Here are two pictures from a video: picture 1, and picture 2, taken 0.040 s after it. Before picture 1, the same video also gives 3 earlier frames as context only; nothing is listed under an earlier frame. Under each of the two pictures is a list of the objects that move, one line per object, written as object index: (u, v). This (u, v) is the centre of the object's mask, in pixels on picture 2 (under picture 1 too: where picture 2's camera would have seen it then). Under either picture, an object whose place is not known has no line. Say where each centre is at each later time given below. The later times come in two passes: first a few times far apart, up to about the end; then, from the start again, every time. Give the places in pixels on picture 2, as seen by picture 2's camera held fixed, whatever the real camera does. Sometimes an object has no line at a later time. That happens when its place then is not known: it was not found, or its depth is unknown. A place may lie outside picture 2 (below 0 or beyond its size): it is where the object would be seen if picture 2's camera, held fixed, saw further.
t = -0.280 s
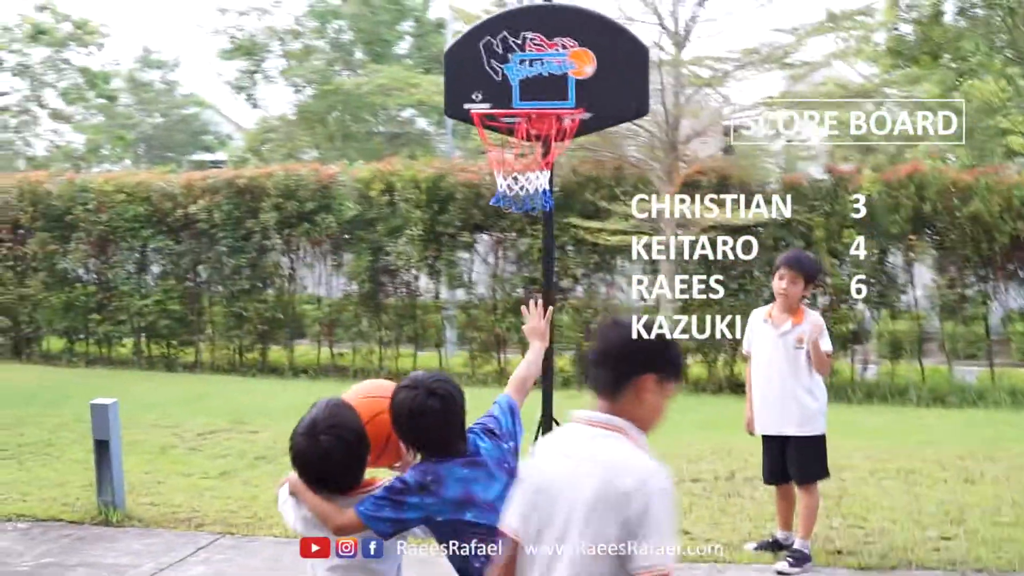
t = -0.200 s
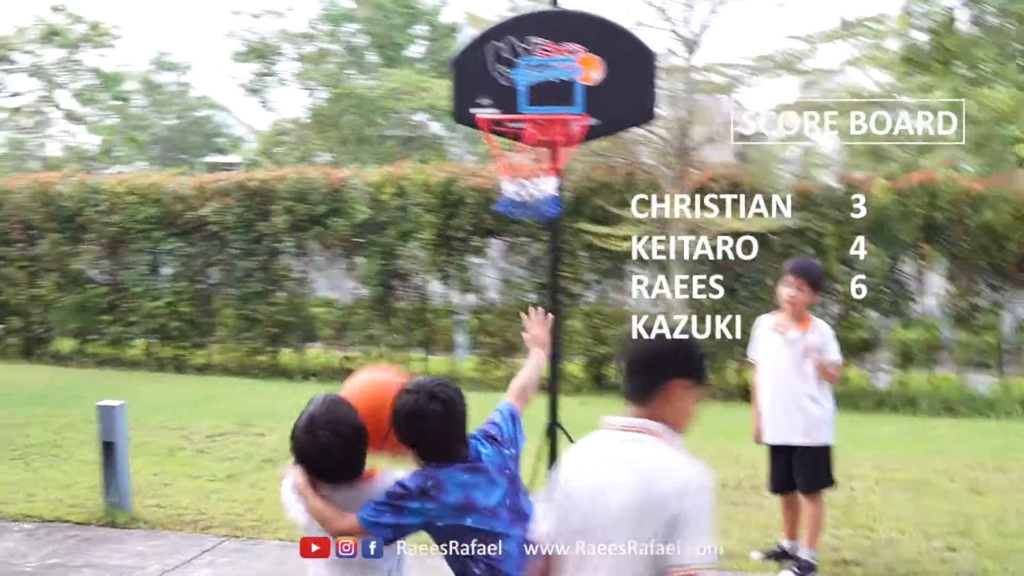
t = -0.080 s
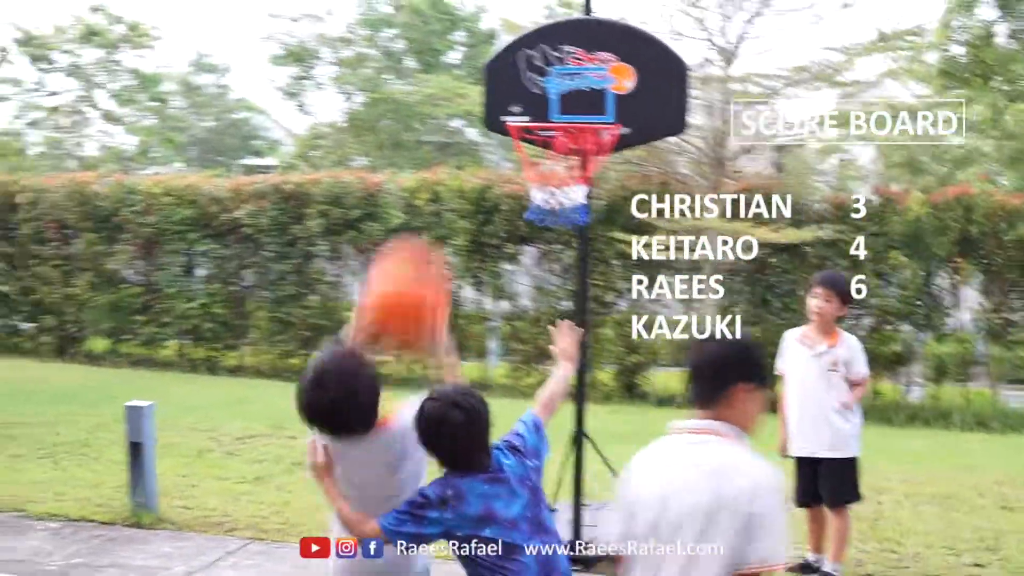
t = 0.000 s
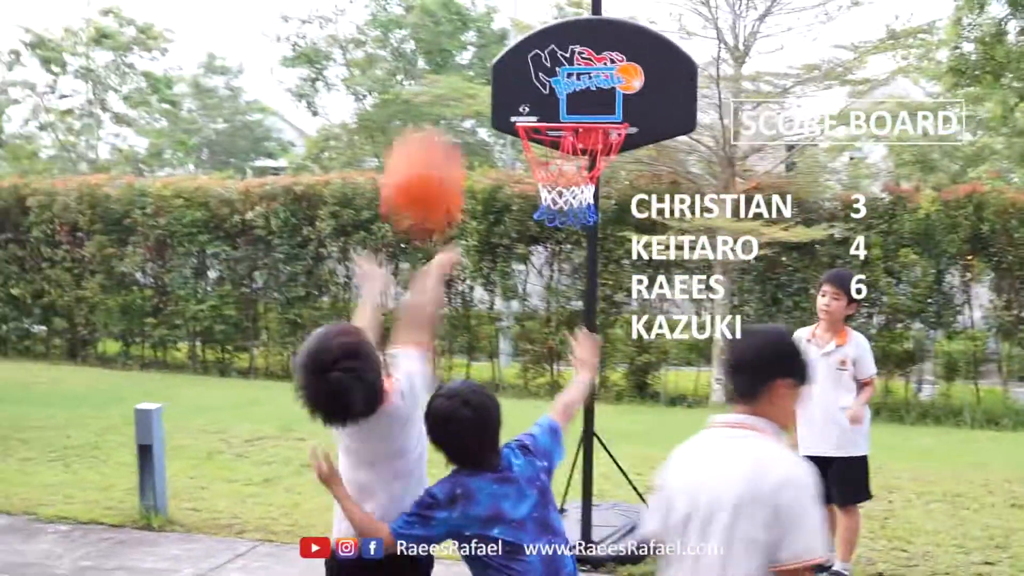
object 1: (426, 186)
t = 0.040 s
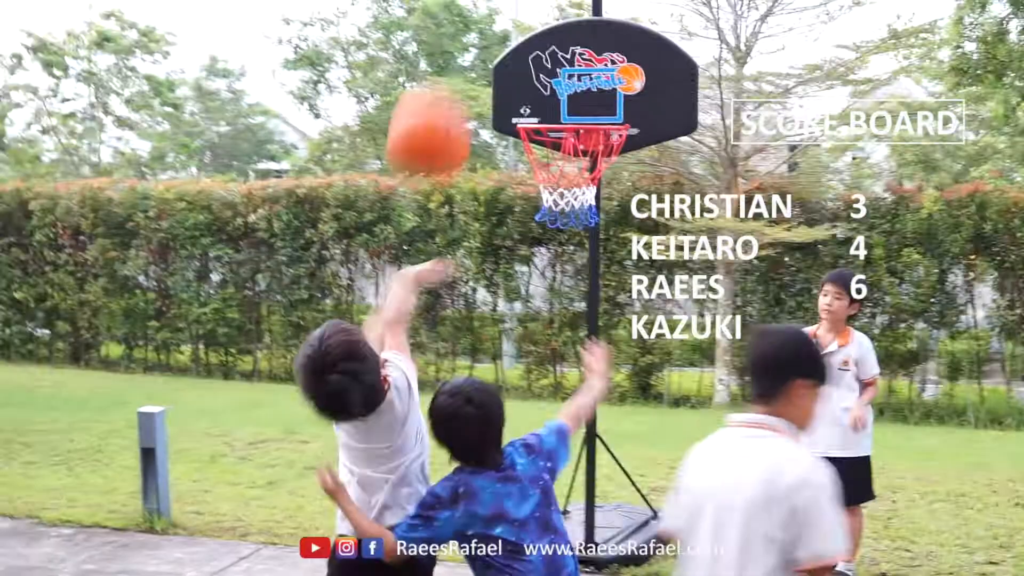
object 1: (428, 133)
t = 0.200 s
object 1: (439, 17)
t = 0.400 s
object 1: (452, -15)
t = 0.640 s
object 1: (463, 77)
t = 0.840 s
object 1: (472, 264)
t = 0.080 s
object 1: (431, 93)
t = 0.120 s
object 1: (434, 58)
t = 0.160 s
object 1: (435, 31)
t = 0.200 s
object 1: (439, 17)
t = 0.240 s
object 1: (440, 6)
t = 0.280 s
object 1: (445, -2)
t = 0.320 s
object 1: (447, -8)
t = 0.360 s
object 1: (449, -12)
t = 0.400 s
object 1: (452, -15)
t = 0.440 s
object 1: (454, -14)
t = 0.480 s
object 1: (456, -5)
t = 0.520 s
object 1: (460, 12)
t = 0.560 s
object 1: (458, 26)
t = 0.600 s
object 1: (461, 47)
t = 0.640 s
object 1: (463, 77)
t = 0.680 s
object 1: (464, 105)
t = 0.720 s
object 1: (466, 140)
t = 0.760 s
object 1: (469, 180)
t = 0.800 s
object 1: (472, 223)
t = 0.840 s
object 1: (472, 264)
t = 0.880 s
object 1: (475, 311)
